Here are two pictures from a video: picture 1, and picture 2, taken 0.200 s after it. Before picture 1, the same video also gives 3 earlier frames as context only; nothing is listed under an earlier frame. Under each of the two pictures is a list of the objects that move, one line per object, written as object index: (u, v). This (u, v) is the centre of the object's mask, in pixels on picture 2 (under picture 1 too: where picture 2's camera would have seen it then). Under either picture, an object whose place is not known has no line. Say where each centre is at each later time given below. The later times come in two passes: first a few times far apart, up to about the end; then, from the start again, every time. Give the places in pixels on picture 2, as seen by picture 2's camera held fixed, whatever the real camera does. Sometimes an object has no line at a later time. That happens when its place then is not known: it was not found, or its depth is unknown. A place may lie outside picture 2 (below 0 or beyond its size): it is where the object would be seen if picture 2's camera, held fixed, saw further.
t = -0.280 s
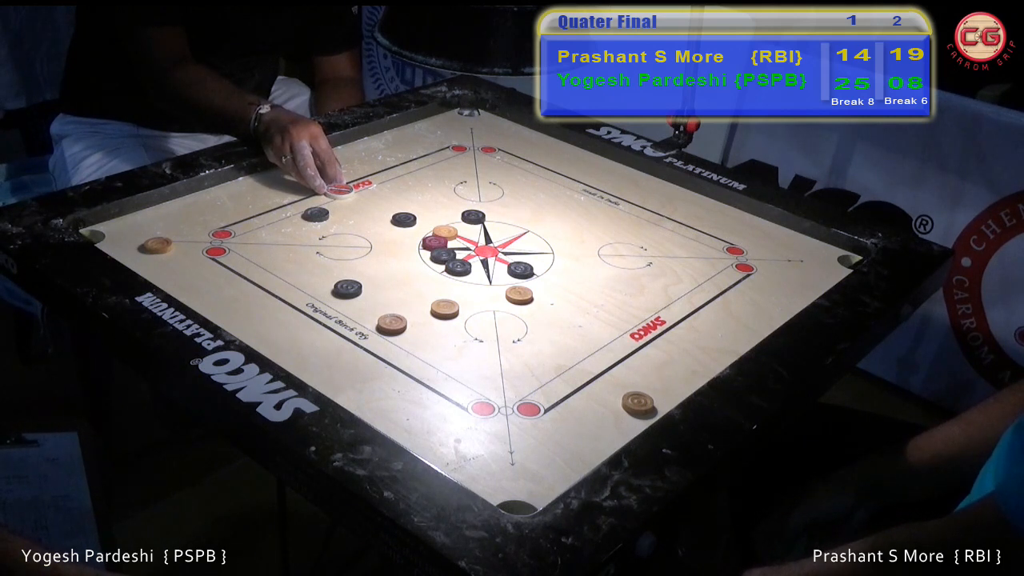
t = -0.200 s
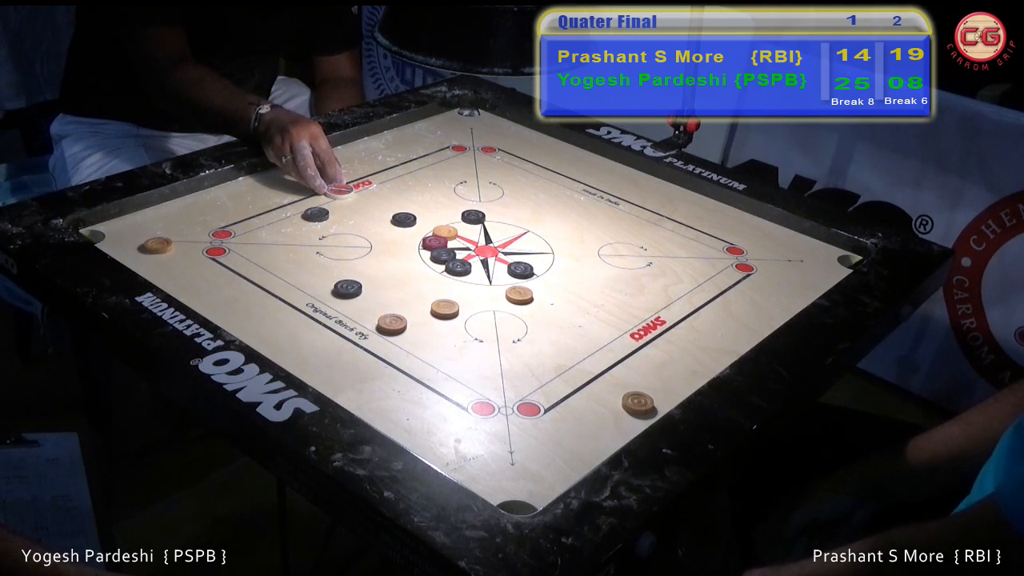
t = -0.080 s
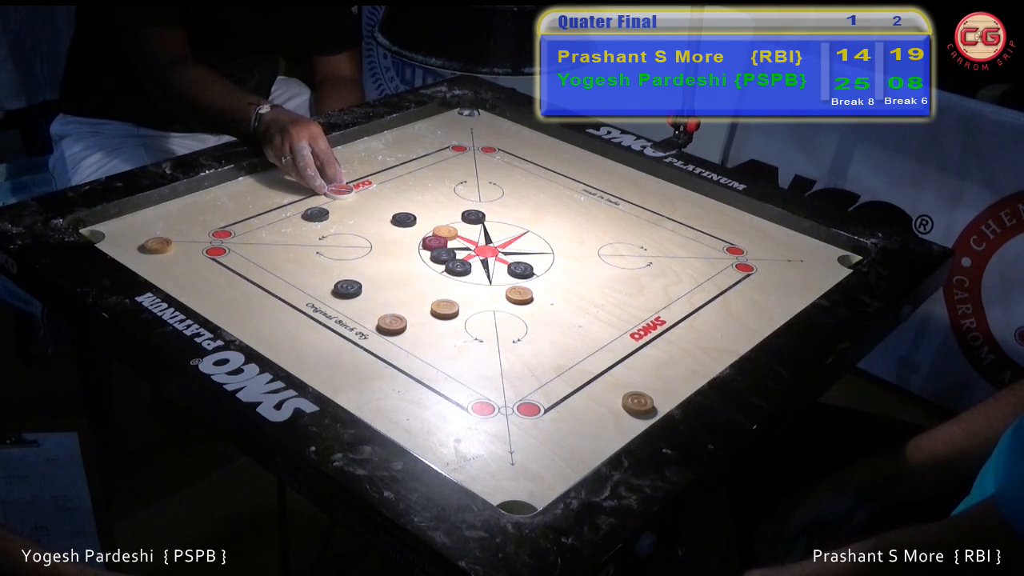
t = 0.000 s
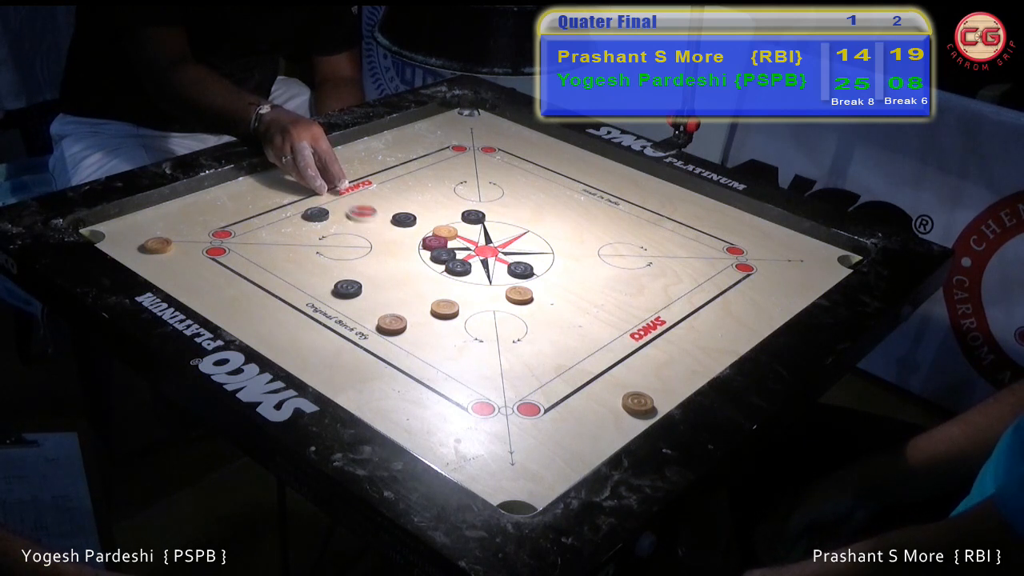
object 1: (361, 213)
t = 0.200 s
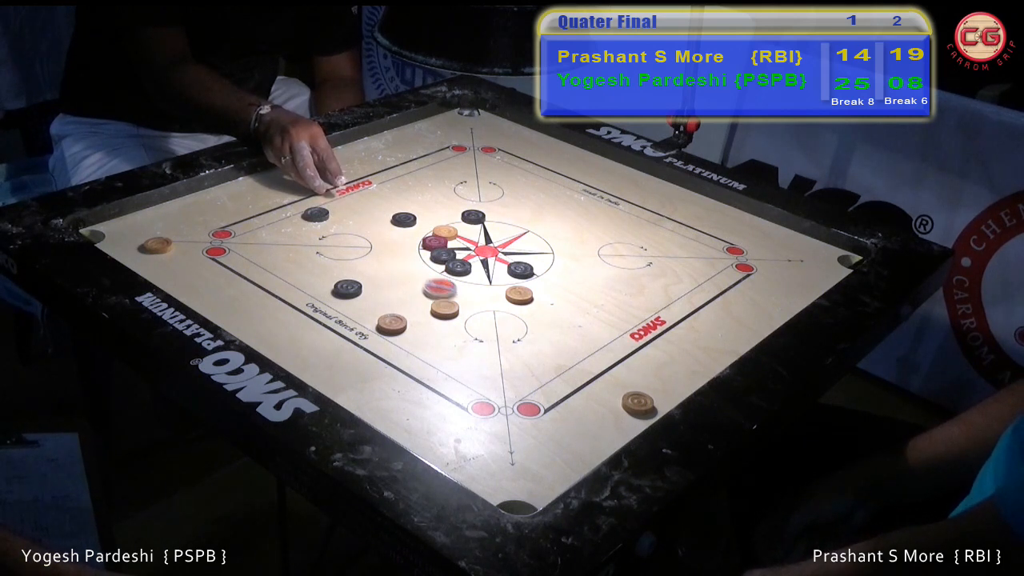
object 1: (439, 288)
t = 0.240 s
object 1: (454, 299)
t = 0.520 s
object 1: (529, 341)
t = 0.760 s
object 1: (554, 355)
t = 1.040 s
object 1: (555, 355)
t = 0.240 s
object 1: (454, 299)
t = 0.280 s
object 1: (467, 306)
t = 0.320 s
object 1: (479, 313)
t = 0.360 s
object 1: (492, 320)
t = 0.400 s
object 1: (502, 326)
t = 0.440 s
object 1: (512, 332)
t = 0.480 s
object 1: (521, 337)
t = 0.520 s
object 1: (529, 341)
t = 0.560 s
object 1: (535, 345)
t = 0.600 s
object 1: (541, 348)
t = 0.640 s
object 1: (546, 351)
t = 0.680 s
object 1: (549, 353)
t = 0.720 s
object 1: (552, 354)
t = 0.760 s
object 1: (554, 355)
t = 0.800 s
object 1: (554, 355)
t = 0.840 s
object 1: (554, 355)
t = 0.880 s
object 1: (555, 355)
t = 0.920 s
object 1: (555, 355)
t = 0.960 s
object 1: (555, 355)
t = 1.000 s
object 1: (555, 355)
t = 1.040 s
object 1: (555, 355)
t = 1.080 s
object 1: (555, 355)
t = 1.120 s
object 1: (555, 355)
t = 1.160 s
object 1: (555, 355)
